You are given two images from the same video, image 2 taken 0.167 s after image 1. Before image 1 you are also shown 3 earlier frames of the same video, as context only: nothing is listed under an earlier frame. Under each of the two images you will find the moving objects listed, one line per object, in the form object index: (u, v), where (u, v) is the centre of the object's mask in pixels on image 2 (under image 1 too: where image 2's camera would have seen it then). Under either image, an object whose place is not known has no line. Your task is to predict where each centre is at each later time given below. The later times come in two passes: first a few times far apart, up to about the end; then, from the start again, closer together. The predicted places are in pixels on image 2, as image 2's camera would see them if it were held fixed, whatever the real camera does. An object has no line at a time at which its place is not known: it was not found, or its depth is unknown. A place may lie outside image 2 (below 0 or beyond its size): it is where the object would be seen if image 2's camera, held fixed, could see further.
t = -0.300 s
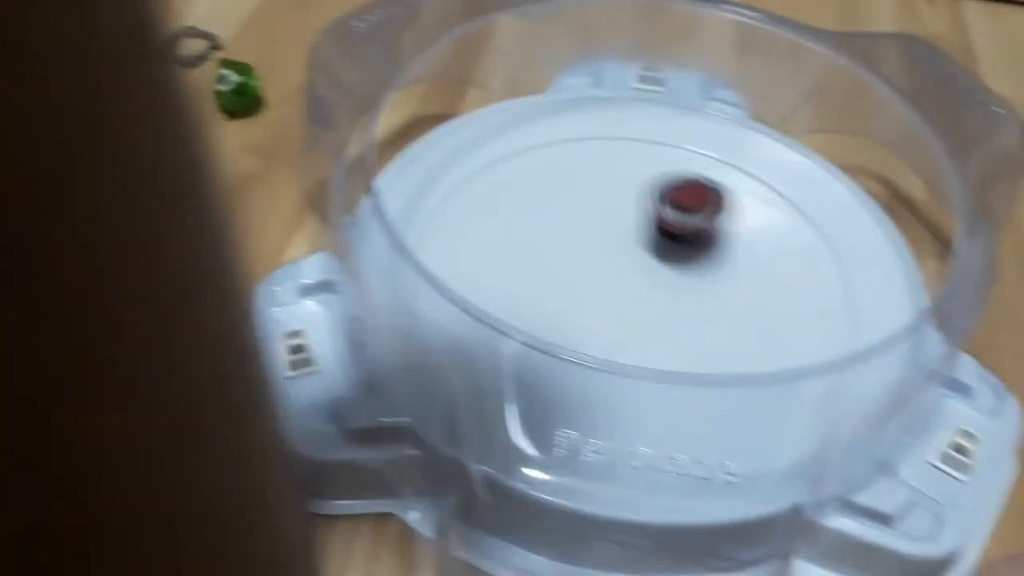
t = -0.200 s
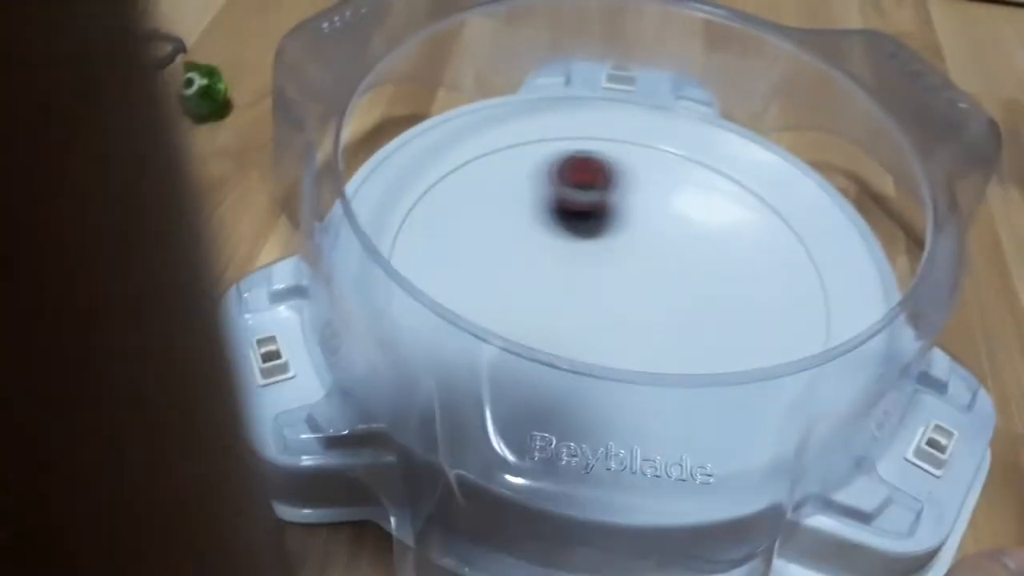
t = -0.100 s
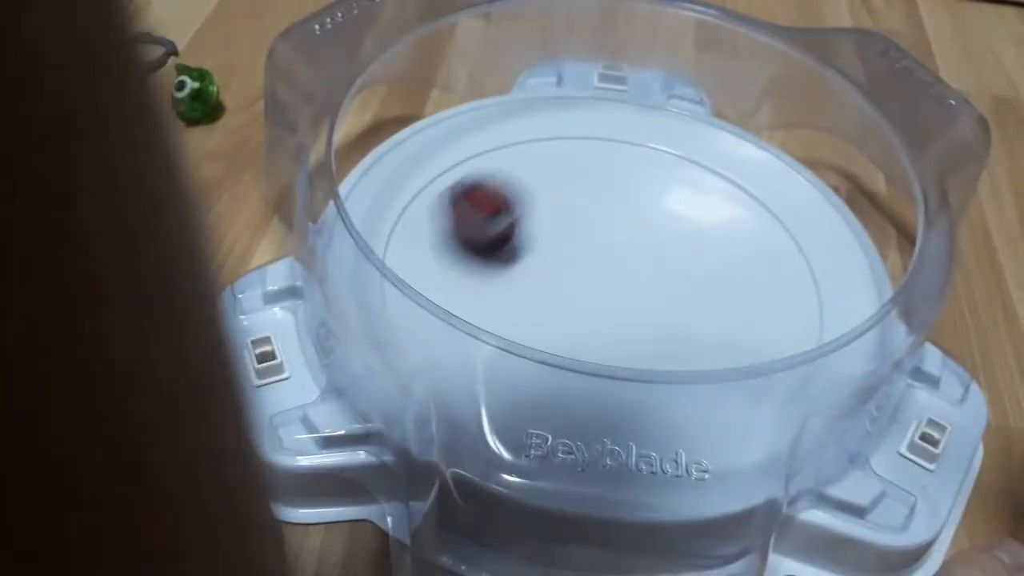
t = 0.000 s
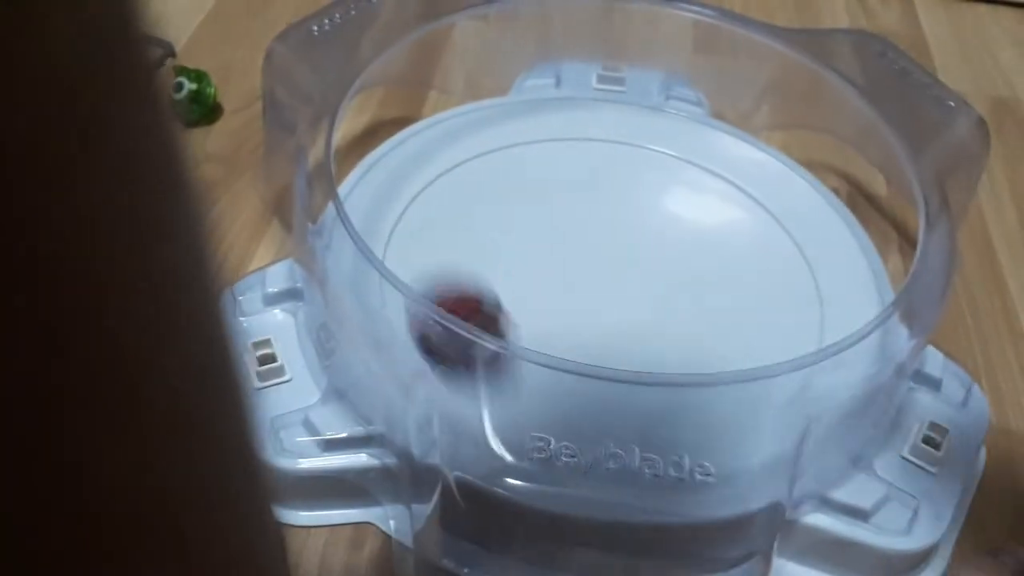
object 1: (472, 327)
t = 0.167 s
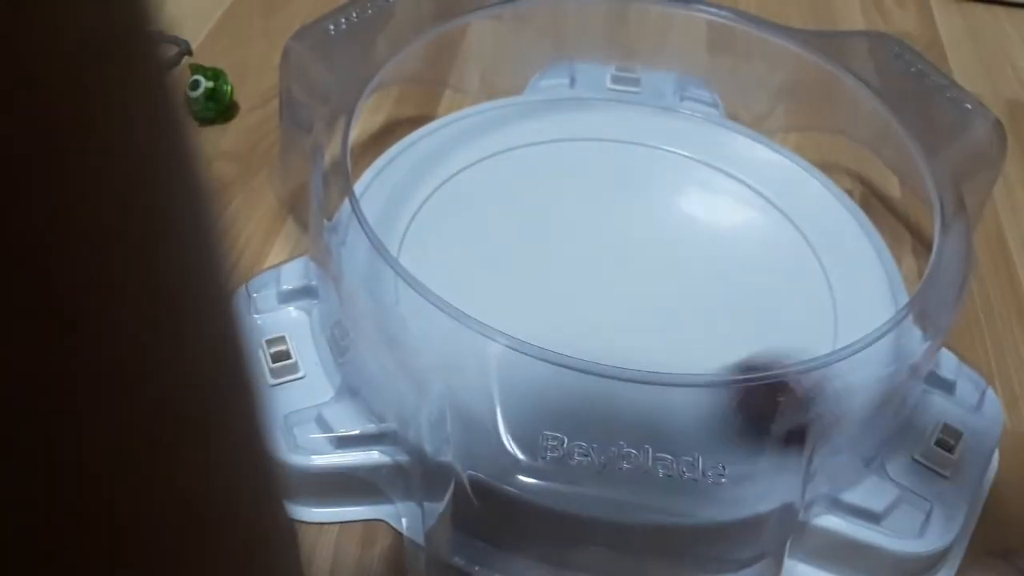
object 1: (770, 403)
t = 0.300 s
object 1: (810, 233)
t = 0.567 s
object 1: (428, 199)
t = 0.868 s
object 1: (822, 356)
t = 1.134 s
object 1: (562, 131)
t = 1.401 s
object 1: (536, 409)
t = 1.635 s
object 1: (822, 255)
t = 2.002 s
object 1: (405, 269)
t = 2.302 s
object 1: (833, 328)
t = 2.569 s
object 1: (573, 131)
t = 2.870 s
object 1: (530, 411)
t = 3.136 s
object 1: (820, 248)
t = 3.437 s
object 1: (467, 168)
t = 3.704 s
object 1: (622, 433)
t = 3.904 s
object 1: (834, 289)
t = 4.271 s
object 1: (454, 176)
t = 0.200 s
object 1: (816, 367)
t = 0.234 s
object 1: (830, 320)
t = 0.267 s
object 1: (829, 276)
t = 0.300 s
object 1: (810, 233)
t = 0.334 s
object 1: (777, 195)
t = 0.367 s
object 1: (730, 165)
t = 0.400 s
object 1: (679, 142)
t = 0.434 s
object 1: (622, 129)
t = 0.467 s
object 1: (564, 131)
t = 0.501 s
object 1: (510, 141)
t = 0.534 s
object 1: (462, 164)
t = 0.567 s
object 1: (428, 199)
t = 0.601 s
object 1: (416, 242)
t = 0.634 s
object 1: (410, 297)
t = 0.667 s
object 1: (437, 356)
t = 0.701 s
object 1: (494, 397)
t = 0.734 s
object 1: (578, 427)
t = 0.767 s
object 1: (654, 441)
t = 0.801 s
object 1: (731, 427)
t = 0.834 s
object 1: (788, 394)
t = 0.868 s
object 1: (822, 356)
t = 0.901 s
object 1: (833, 311)
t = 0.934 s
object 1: (826, 267)
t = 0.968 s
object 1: (804, 224)
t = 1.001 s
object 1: (769, 190)
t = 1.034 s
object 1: (722, 161)
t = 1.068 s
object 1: (670, 140)
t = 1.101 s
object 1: (616, 130)
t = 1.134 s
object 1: (562, 131)
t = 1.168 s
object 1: (511, 141)
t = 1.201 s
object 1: (465, 163)
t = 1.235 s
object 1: (431, 194)
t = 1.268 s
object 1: (416, 235)
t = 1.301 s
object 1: (407, 279)
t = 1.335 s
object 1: (428, 341)
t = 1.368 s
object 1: (480, 386)
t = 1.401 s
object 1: (536, 409)
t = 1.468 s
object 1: (703, 441)
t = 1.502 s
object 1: (767, 414)
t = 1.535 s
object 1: (807, 383)
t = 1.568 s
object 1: (829, 339)
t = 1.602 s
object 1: (833, 297)
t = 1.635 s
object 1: (822, 255)
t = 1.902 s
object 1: (471, 161)
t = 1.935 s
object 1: (438, 187)
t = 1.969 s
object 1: (415, 223)
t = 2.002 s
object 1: (405, 269)
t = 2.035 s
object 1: (416, 311)
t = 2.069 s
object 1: (447, 362)
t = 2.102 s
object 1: (498, 398)
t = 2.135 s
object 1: (578, 429)
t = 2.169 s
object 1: (656, 440)
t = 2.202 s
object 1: (724, 427)
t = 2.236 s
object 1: (778, 400)
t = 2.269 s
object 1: (816, 366)
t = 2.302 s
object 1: (833, 328)
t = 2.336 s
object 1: (833, 288)
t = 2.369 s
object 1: (819, 248)
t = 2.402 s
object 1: (793, 212)
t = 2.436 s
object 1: (760, 182)
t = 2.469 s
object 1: (714, 156)
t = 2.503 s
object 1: (669, 139)
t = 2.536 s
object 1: (621, 131)
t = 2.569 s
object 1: (573, 131)
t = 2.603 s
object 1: (528, 138)
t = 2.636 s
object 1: (487, 154)
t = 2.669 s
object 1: (451, 178)
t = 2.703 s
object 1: (425, 209)
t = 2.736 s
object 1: (420, 244)
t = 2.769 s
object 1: (411, 293)
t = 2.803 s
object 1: (429, 343)
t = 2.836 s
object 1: (475, 383)
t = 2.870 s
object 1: (530, 411)
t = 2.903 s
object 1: (594, 435)
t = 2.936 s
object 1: (669, 441)
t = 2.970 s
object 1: (735, 427)
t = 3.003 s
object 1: (785, 395)
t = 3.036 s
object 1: (818, 362)
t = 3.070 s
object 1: (831, 321)
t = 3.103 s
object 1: (832, 284)
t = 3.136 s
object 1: (820, 248)
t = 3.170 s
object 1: (795, 213)
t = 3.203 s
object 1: (765, 185)
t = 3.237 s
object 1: (725, 161)
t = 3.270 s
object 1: (679, 143)
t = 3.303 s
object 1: (636, 133)
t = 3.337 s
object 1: (586, 131)
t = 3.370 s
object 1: (544, 136)
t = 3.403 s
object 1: (505, 148)
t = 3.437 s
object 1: (467, 168)
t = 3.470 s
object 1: (438, 195)
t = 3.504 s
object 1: (420, 229)
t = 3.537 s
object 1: (412, 270)
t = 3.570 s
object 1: (422, 313)
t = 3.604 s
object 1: (442, 356)
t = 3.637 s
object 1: (493, 395)
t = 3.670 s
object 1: (552, 421)
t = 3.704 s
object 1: (622, 433)
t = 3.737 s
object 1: (686, 440)
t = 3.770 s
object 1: (745, 420)
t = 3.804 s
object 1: (792, 394)
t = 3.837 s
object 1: (820, 361)
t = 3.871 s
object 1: (834, 326)
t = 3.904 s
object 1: (834, 289)
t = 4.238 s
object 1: (486, 157)
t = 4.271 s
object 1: (454, 176)
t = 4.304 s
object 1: (429, 205)
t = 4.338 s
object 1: (417, 235)
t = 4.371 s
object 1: (413, 278)
